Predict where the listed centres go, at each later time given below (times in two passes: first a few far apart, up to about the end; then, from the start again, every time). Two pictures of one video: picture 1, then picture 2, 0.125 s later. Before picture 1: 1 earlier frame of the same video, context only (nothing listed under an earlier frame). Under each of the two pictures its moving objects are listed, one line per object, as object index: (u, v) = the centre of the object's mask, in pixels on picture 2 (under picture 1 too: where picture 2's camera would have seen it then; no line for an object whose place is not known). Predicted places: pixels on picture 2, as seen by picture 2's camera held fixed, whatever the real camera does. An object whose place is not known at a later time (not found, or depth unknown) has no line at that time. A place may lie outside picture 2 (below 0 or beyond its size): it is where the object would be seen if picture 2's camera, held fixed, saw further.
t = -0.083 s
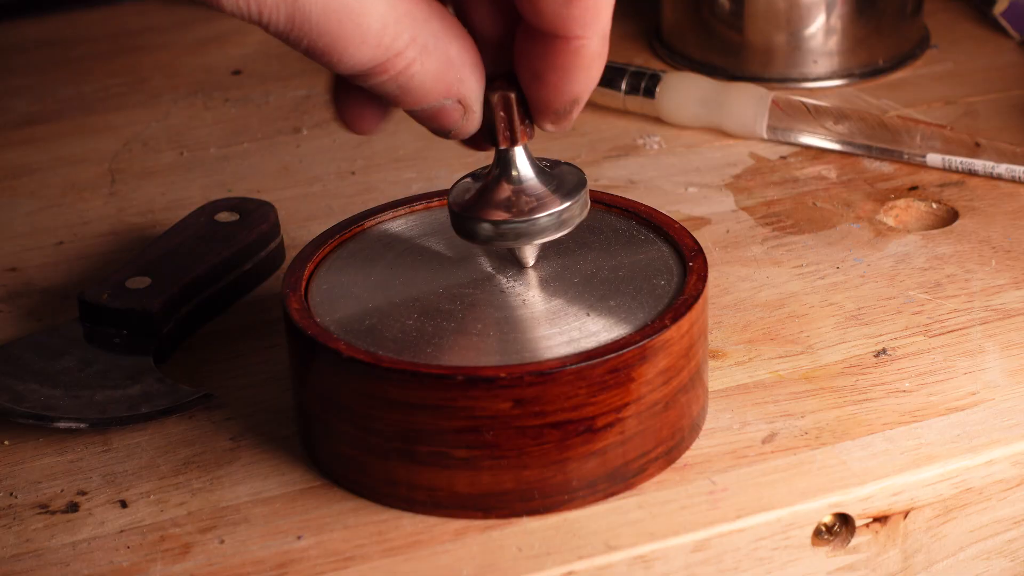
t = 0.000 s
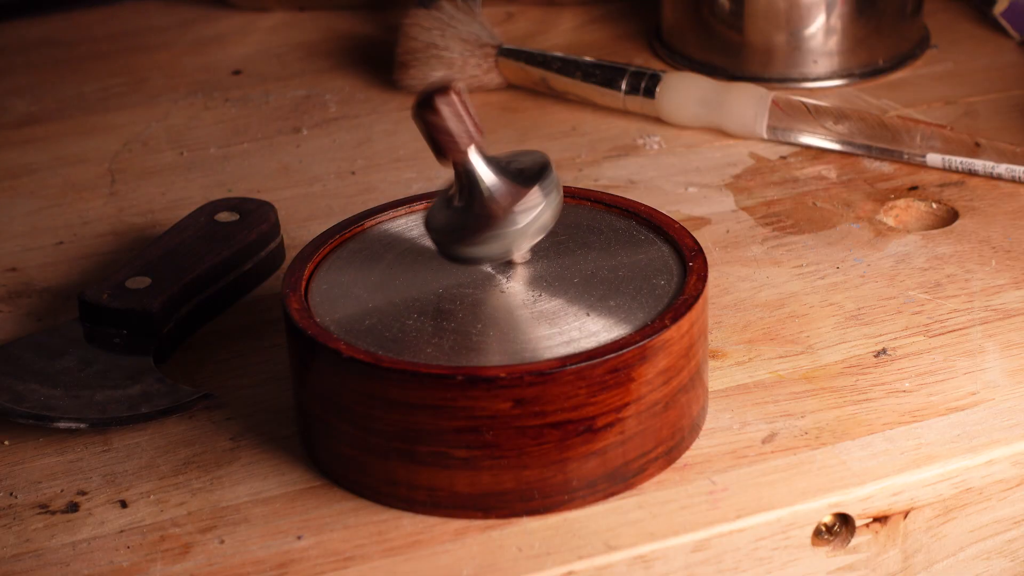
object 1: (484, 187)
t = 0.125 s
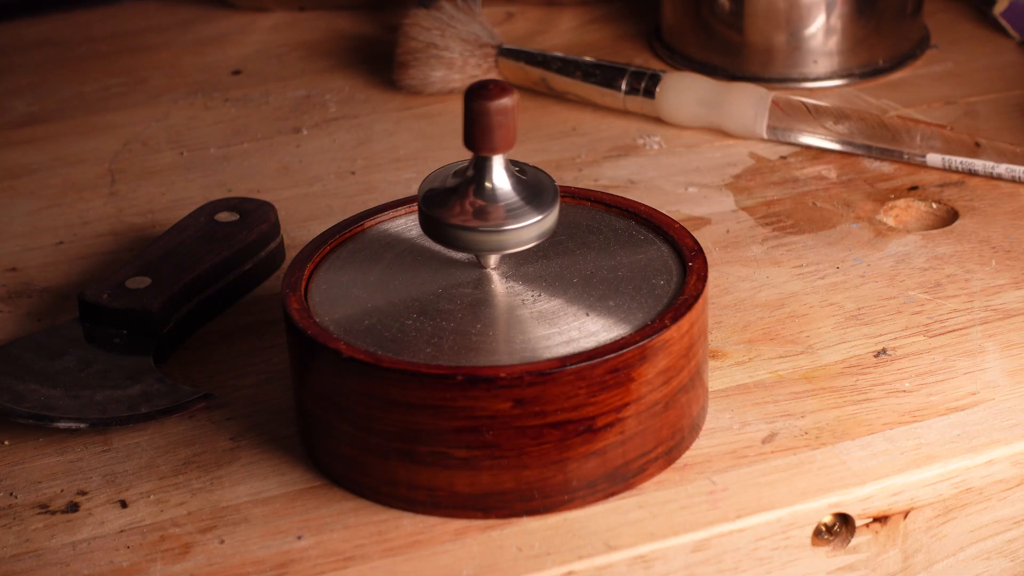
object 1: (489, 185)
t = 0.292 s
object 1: (450, 198)
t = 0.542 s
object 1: (461, 222)
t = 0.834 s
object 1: (524, 215)
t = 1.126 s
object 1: (501, 198)
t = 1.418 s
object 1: (453, 212)
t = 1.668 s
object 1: (480, 230)
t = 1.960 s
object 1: (536, 219)
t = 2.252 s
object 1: (512, 204)
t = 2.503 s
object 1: (470, 216)
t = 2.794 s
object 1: (496, 240)
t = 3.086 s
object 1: (568, 235)
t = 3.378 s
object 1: (578, 210)
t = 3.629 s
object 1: (553, 208)
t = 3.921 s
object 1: (558, 220)
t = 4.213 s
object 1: (600, 211)
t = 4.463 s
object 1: (602, 195)
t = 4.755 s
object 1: (576, 191)
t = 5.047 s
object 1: (579, 197)
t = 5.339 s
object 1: (600, 190)
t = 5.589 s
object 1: (593, 180)
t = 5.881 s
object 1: (577, 179)
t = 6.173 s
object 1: (581, 180)
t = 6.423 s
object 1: (582, 173)
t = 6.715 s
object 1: (569, 165)
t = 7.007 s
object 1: (553, 165)
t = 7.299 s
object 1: (548, 167)
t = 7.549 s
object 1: (545, 167)
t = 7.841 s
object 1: (536, 167)
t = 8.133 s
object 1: (525, 169)
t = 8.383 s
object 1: (518, 173)
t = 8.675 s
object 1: (515, 176)
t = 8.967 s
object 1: (507, 178)
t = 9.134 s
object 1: (500, 178)
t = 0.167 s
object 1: (475, 188)
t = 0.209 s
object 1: (466, 191)
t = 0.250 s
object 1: (456, 194)
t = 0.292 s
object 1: (450, 198)
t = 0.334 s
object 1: (445, 202)
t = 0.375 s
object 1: (443, 207)
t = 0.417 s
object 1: (444, 211)
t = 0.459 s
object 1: (447, 215)
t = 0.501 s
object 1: (454, 219)
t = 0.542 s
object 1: (461, 222)
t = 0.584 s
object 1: (471, 224)
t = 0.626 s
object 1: (482, 225)
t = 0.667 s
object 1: (491, 225)
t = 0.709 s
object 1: (504, 224)
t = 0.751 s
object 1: (511, 221)
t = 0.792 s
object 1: (519, 219)
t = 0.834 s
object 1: (524, 215)
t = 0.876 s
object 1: (527, 212)
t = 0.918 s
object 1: (529, 209)
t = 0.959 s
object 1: (527, 205)
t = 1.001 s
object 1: (523, 203)
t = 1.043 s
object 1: (517, 200)
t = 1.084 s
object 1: (509, 199)
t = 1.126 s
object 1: (501, 198)
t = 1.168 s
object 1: (492, 198)
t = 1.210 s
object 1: (483, 199)
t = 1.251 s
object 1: (474, 201)
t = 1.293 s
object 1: (465, 203)
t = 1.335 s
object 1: (461, 206)
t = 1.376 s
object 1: (456, 208)
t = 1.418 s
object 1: (453, 212)
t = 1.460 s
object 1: (453, 216)
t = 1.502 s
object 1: (453, 220)
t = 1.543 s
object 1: (458, 223)
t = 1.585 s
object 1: (463, 226)
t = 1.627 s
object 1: (472, 229)
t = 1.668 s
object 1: (480, 230)
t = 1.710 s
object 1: (488, 231)
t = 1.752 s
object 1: (499, 231)
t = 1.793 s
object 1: (509, 229)
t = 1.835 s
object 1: (518, 227)
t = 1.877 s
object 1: (526, 225)
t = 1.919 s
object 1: (532, 221)
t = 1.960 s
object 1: (536, 219)
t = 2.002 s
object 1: (538, 215)
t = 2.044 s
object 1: (538, 212)
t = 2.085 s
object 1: (536, 209)
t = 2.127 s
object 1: (532, 207)
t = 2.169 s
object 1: (527, 206)
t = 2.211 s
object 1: (522, 204)
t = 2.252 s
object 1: (512, 204)
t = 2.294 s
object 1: (504, 205)
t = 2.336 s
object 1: (497, 205)
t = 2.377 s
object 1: (488, 207)
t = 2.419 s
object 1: (481, 210)
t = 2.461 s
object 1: (475, 212)
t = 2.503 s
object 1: (470, 216)
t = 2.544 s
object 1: (468, 219)
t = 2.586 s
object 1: (467, 223)
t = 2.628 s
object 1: (469, 228)
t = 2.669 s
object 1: (473, 231)
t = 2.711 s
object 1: (478, 234)
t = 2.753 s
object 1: (487, 238)
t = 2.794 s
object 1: (496, 240)
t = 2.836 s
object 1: (508, 243)
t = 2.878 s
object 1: (518, 243)
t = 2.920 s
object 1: (529, 243)
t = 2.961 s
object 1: (540, 242)
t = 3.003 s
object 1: (551, 240)
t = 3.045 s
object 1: (560, 238)
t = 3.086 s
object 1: (568, 235)
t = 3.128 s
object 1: (576, 231)
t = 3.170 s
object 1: (579, 227)
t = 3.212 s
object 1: (582, 224)
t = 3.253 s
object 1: (585, 220)
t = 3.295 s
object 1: (583, 216)
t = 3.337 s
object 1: (582, 213)
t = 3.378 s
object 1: (578, 210)
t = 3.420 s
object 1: (574, 209)
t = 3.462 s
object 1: (571, 208)
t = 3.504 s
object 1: (566, 206)
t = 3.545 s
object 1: (561, 207)
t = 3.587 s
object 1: (557, 208)
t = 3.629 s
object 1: (553, 208)
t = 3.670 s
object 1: (549, 210)
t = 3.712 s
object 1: (549, 212)
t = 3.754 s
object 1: (547, 213)
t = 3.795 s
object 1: (548, 216)
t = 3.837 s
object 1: (550, 217)
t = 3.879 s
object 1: (553, 218)
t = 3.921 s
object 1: (558, 220)
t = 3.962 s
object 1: (564, 220)
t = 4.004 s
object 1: (570, 220)
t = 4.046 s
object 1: (576, 219)
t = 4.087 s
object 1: (584, 218)
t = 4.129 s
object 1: (590, 216)
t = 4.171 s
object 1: (595, 213)
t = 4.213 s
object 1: (600, 211)
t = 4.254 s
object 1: (603, 208)
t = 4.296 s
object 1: (605, 205)
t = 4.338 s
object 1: (606, 202)
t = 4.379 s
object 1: (605, 199)
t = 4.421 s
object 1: (602, 198)
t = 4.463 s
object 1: (602, 195)
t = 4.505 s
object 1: (597, 192)
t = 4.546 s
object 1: (593, 191)
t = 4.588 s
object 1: (590, 190)
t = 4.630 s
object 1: (586, 190)
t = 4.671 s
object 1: (581, 190)
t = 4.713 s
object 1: (579, 191)
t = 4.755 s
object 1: (576, 191)
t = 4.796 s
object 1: (573, 192)
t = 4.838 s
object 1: (573, 194)
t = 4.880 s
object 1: (572, 194)
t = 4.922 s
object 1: (573, 196)
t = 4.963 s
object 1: (573, 197)
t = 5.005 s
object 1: (578, 197)
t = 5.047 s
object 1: (579, 197)
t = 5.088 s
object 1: (584, 198)
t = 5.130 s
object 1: (587, 197)
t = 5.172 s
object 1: (590, 196)
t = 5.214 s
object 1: (594, 195)
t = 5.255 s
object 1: (597, 194)
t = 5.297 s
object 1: (599, 191)
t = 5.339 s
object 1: (600, 190)
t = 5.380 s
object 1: (601, 188)
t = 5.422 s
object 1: (600, 186)
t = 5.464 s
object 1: (599, 184)
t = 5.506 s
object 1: (598, 183)
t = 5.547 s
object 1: (596, 181)
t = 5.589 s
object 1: (593, 180)
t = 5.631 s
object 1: (591, 179)
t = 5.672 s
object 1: (587, 178)
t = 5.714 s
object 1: (584, 178)
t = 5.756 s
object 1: (582, 178)
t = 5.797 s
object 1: (580, 178)
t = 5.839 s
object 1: (577, 179)
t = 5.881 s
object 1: (577, 179)
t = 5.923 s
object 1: (577, 179)
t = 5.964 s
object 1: (575, 179)
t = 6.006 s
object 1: (576, 180)
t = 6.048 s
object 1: (576, 180)
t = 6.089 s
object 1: (579, 180)
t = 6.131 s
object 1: (578, 179)
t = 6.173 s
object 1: (581, 180)
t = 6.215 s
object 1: (582, 177)
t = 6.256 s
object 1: (582, 177)
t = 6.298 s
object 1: (583, 176)
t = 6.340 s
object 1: (584, 175)
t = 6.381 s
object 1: (583, 174)
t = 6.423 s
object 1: (582, 173)
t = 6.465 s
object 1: (582, 171)
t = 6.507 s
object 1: (580, 170)
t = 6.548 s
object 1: (578, 169)
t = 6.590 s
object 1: (577, 168)
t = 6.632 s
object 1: (573, 166)
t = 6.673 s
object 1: (570, 166)
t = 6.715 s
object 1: (569, 165)
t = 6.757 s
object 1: (565, 164)
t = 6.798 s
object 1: (562, 165)
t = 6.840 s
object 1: (560, 165)
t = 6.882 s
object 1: (558, 164)
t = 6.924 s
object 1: (555, 165)
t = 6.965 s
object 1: (553, 165)
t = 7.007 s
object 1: (553, 165)
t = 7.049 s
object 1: (550, 166)
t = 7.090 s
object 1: (550, 166)
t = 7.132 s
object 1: (549, 167)
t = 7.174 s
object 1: (549, 166)
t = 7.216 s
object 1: (548, 167)
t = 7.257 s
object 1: (549, 167)
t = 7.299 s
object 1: (548, 167)
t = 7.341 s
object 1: (547, 167)
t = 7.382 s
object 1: (547, 167)
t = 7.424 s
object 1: (547, 167)
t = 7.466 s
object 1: (547, 167)
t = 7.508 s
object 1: (546, 167)
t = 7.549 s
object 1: (545, 167)
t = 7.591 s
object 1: (545, 167)
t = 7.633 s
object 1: (543, 166)
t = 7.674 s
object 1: (542, 167)
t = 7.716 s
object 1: (540, 166)
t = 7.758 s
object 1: (539, 167)
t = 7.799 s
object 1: (537, 167)
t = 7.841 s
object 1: (536, 167)
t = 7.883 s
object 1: (533, 166)
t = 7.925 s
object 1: (532, 167)
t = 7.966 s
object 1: (530, 168)
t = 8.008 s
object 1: (529, 167)
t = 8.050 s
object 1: (526, 168)
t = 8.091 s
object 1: (525, 169)
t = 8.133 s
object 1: (525, 169)
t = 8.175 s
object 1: (523, 169)
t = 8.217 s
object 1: (521, 170)
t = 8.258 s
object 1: (521, 171)
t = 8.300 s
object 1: (520, 171)
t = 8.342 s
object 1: (518, 172)
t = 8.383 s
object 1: (518, 173)
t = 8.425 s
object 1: (518, 173)
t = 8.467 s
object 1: (517, 173)
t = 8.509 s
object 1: (517, 174)
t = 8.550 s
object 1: (516, 174)
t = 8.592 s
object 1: (517, 174)
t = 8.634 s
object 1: (514, 174)
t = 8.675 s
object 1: (515, 176)
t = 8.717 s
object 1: (516, 175)
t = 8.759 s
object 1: (513, 176)
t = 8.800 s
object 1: (513, 177)
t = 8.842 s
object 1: (512, 177)
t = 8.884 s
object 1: (511, 176)
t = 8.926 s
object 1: (508, 177)
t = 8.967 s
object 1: (507, 178)
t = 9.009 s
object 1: (507, 177)
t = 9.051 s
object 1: (505, 177)
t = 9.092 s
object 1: (503, 177)
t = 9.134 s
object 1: (500, 178)
